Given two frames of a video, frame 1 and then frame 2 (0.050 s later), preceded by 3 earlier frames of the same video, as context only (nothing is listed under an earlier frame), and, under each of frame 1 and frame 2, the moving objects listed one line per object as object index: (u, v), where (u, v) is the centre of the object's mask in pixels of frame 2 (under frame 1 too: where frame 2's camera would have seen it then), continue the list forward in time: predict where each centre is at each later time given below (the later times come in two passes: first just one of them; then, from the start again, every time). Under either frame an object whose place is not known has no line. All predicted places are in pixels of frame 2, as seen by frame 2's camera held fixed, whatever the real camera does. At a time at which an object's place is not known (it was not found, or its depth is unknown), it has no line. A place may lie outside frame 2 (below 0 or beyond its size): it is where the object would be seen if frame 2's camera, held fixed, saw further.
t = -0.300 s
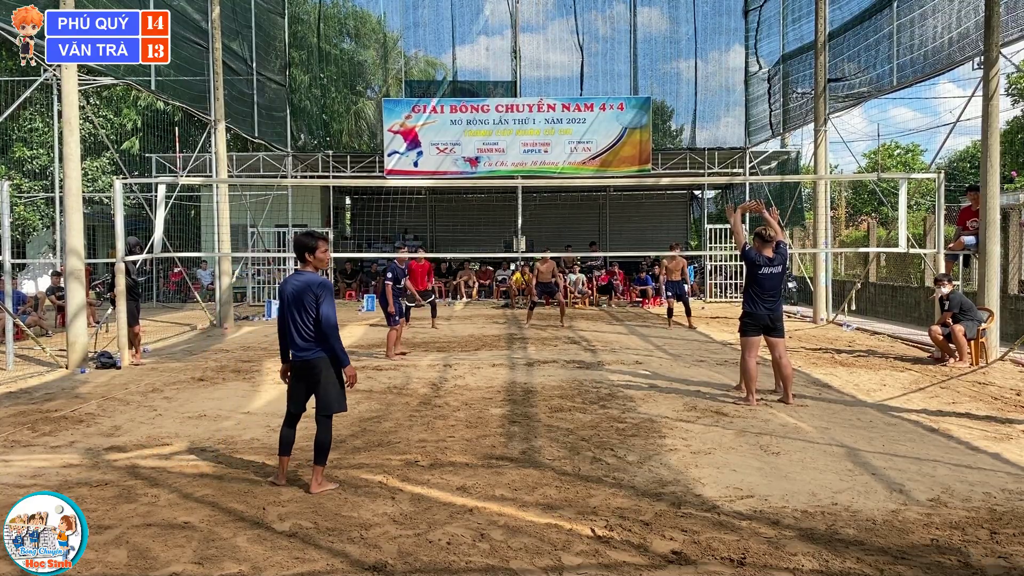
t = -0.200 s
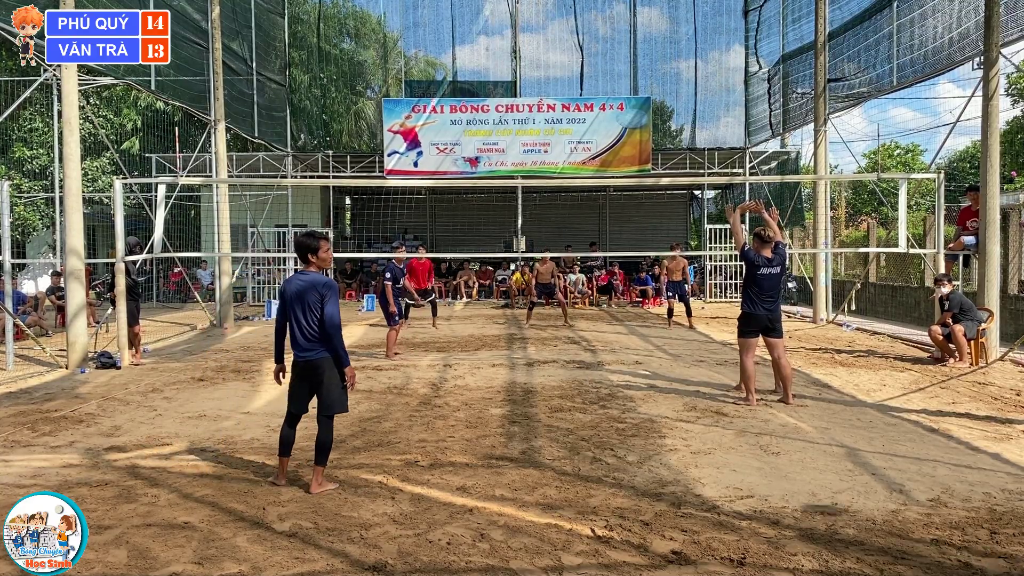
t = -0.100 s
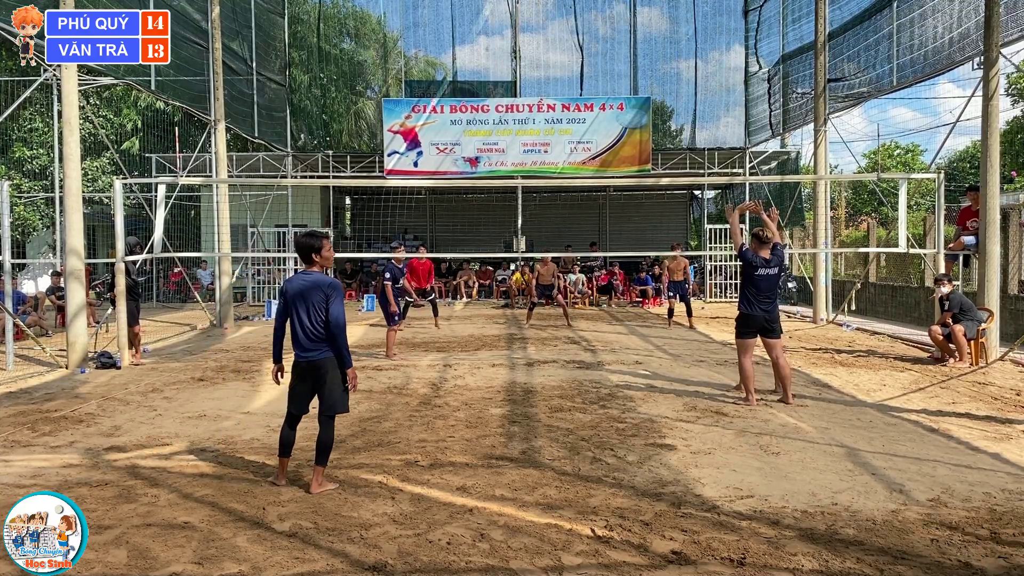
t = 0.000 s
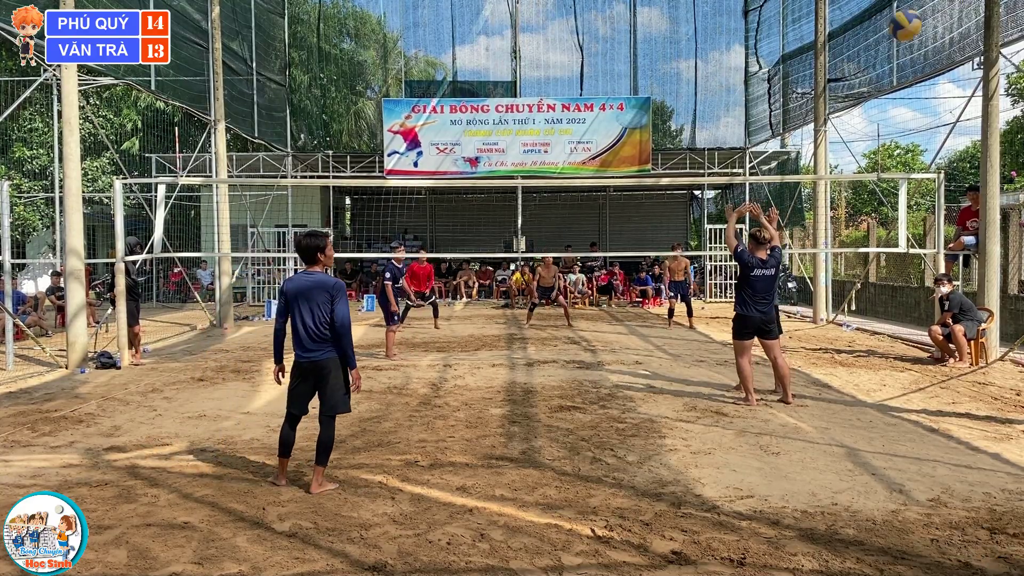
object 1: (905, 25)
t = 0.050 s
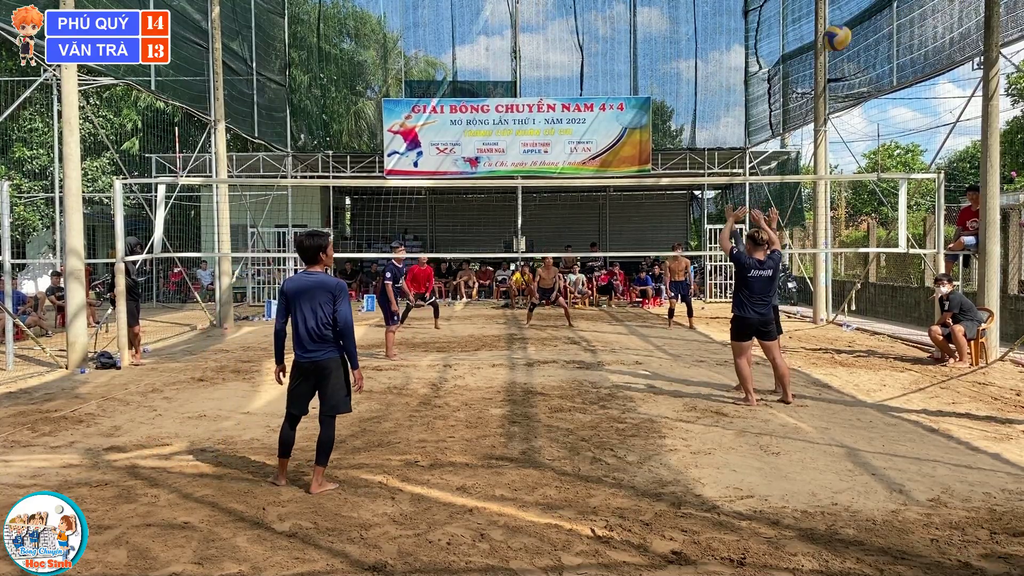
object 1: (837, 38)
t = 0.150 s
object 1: (737, 66)
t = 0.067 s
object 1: (817, 42)
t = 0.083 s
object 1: (799, 47)
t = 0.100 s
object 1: (781, 51)
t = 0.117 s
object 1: (765, 56)
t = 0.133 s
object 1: (751, 61)
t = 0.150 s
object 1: (737, 66)
